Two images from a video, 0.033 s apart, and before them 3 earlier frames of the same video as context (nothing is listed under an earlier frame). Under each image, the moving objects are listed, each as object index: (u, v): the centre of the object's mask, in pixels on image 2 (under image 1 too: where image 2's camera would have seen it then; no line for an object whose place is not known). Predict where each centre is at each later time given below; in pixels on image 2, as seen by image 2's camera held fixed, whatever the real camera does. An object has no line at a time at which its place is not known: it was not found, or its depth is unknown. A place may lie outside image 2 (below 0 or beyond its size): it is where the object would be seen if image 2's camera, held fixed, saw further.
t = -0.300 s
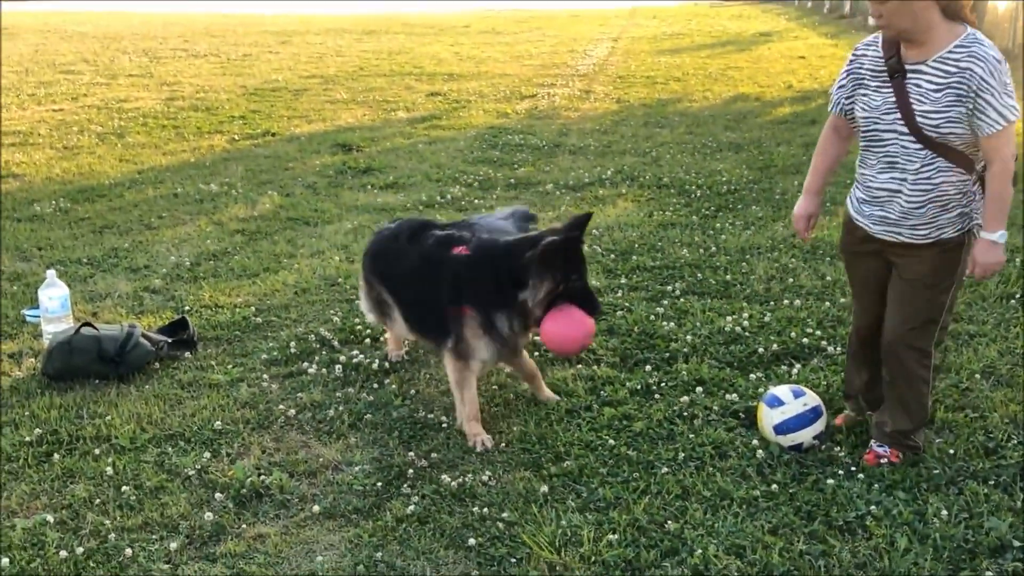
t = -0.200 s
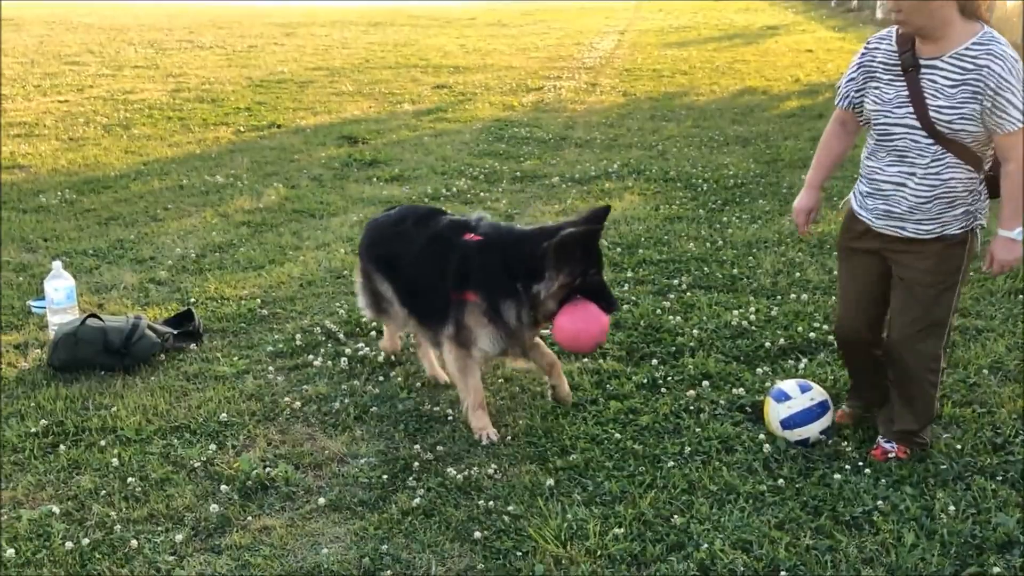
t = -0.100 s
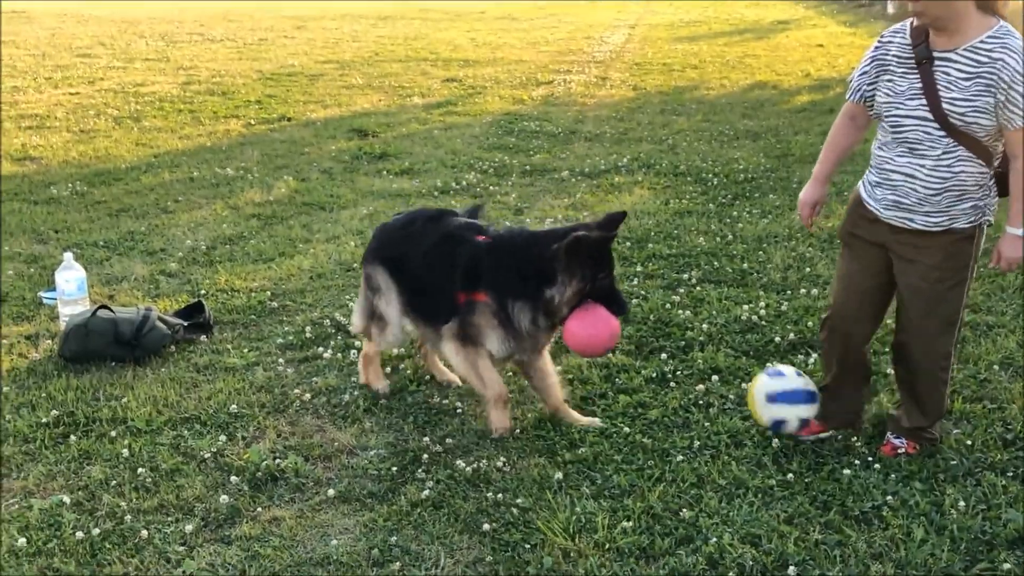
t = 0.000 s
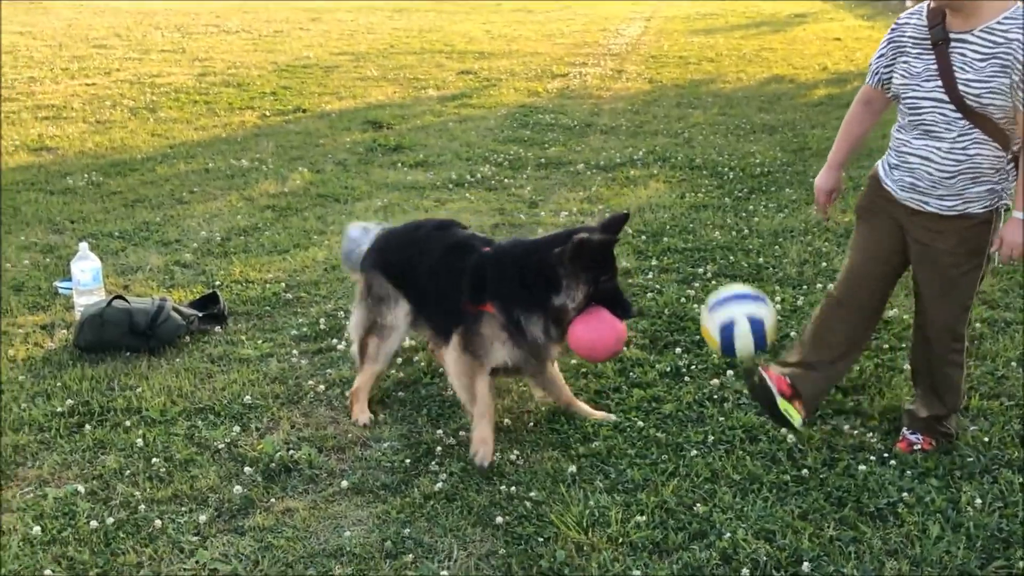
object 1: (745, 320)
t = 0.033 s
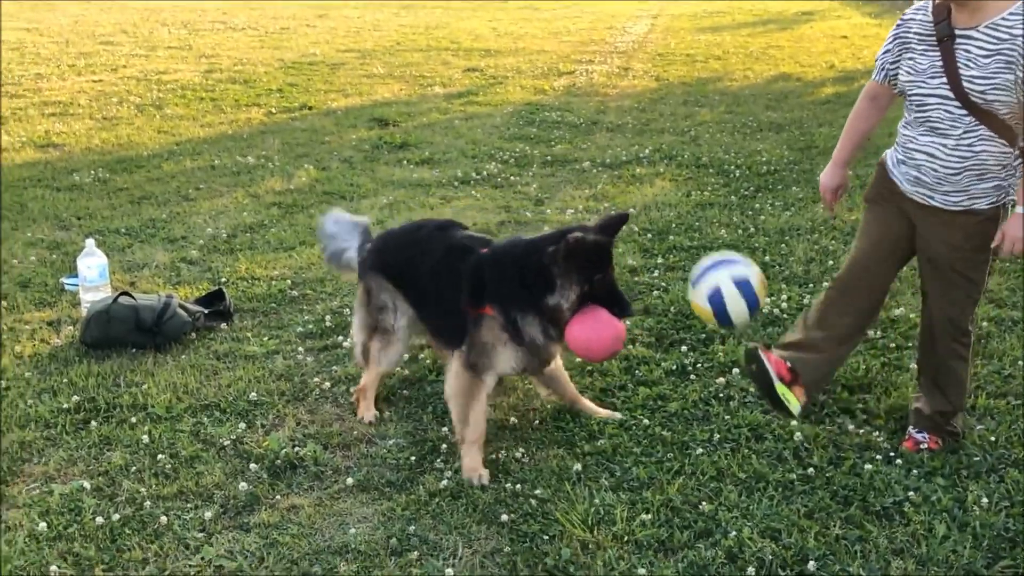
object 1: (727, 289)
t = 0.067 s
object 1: (708, 262)
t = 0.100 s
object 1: (688, 237)
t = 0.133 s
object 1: (668, 215)
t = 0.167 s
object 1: (647, 197)
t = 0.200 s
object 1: (625, 182)
